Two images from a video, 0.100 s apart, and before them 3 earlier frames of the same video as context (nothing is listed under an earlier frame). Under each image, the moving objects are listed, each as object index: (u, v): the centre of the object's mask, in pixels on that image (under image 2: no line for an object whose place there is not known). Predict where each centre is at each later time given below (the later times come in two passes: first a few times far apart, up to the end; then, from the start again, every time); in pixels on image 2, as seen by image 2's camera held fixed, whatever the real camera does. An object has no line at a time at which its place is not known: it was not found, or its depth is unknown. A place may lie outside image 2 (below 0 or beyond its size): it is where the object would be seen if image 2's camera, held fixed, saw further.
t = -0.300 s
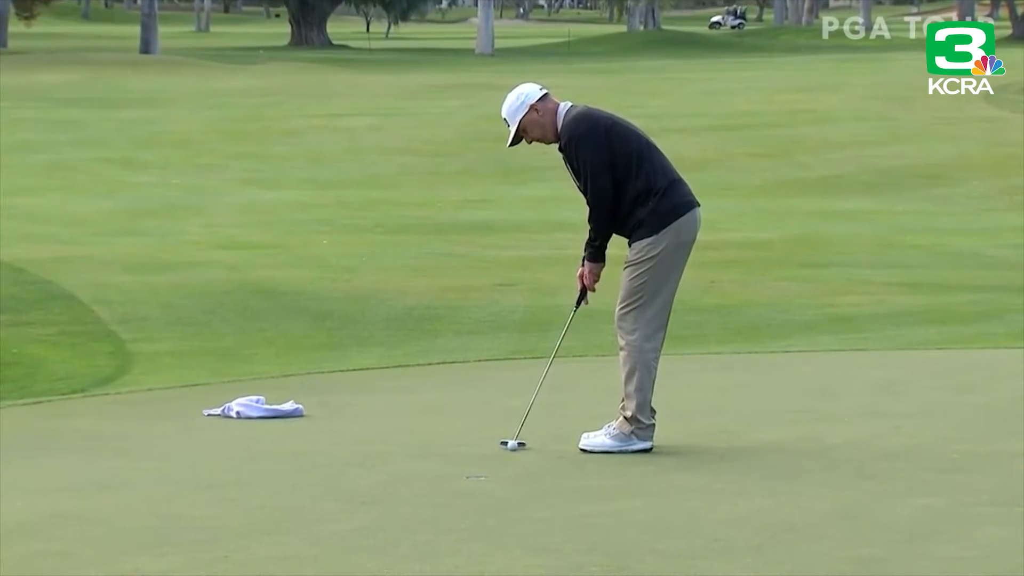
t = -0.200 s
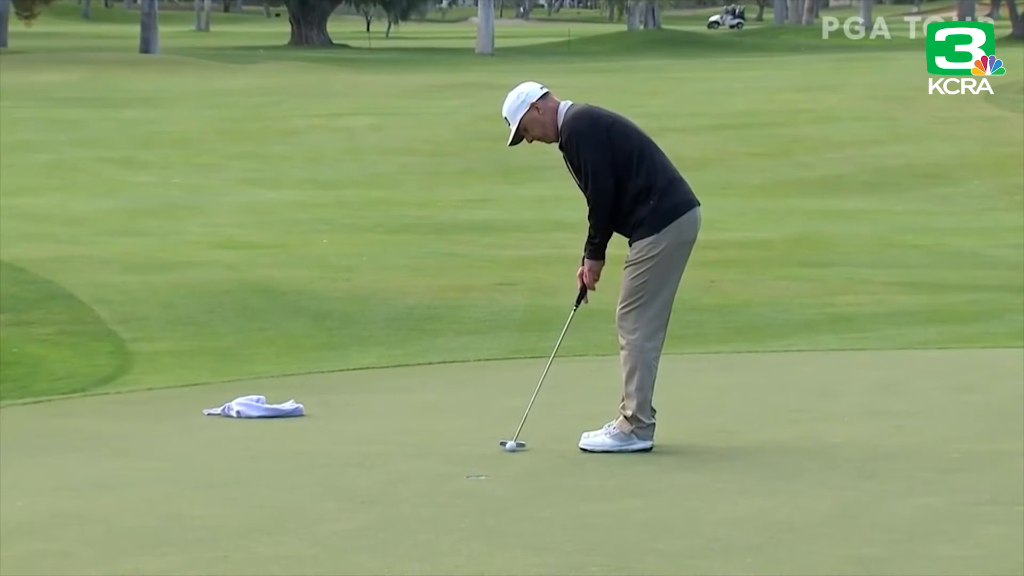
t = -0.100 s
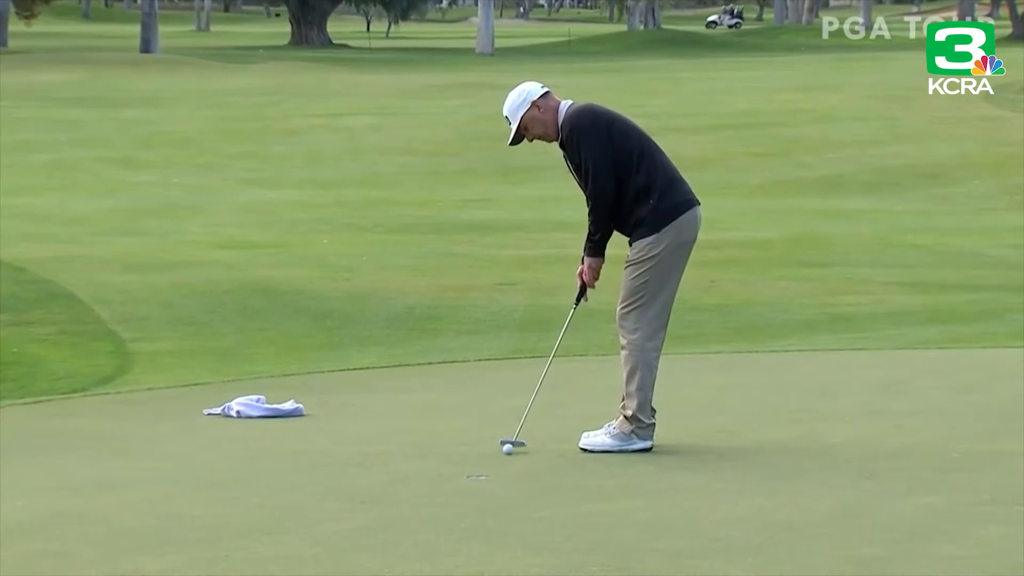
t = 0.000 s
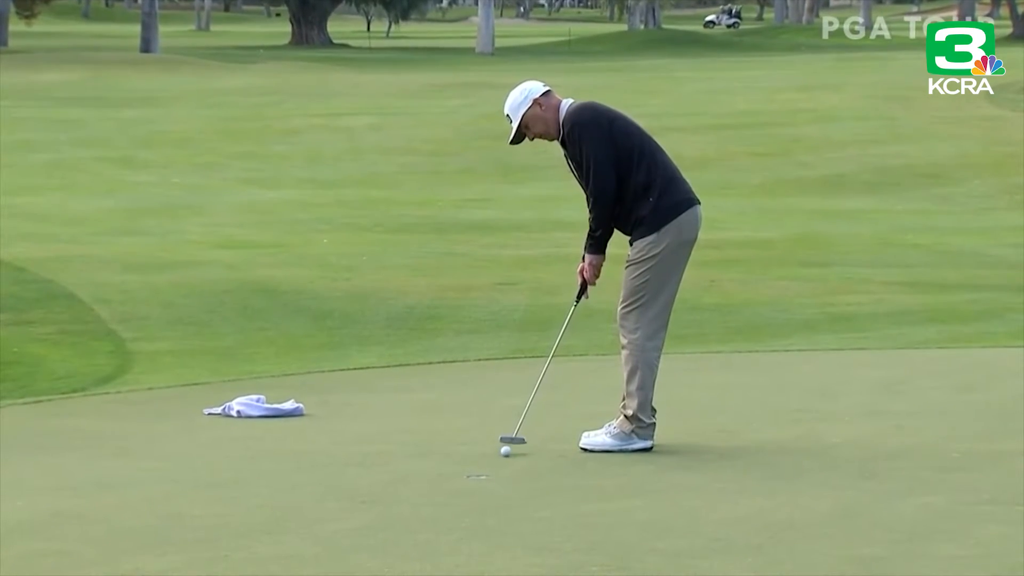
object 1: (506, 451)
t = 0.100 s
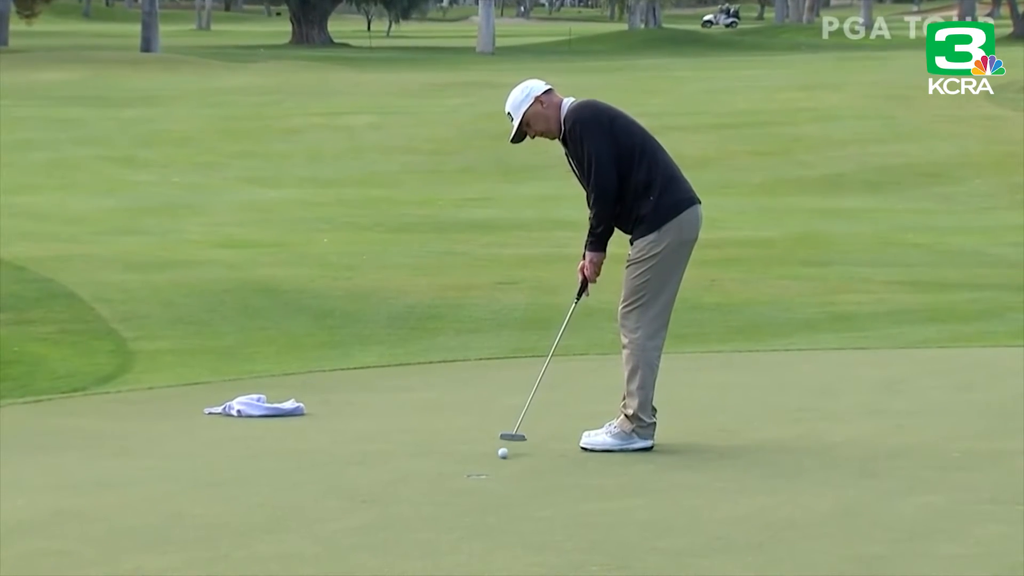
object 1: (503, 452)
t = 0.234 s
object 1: (500, 455)
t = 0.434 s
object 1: (494, 459)
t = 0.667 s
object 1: (486, 462)
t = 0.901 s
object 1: (479, 466)
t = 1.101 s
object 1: (473, 472)
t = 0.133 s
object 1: (503, 453)
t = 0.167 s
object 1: (502, 453)
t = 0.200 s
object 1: (501, 455)
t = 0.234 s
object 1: (500, 455)
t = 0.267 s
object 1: (500, 455)
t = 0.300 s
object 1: (499, 456)
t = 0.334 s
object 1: (498, 457)
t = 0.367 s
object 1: (496, 457)
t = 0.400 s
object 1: (495, 458)
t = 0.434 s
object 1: (494, 459)
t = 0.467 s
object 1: (493, 459)
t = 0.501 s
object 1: (492, 459)
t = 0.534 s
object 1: (491, 460)
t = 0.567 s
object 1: (490, 460)
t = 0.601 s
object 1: (489, 460)
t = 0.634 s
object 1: (487, 462)
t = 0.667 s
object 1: (486, 462)
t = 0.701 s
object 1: (485, 463)
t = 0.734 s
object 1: (484, 463)
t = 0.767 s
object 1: (483, 463)
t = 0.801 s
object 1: (482, 464)
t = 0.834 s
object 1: (481, 465)
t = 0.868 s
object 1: (480, 465)
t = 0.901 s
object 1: (479, 466)
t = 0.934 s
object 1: (478, 466)
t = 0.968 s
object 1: (477, 467)
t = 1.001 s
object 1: (476, 468)
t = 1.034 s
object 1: (475, 469)
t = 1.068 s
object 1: (474, 470)
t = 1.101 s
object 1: (473, 472)
